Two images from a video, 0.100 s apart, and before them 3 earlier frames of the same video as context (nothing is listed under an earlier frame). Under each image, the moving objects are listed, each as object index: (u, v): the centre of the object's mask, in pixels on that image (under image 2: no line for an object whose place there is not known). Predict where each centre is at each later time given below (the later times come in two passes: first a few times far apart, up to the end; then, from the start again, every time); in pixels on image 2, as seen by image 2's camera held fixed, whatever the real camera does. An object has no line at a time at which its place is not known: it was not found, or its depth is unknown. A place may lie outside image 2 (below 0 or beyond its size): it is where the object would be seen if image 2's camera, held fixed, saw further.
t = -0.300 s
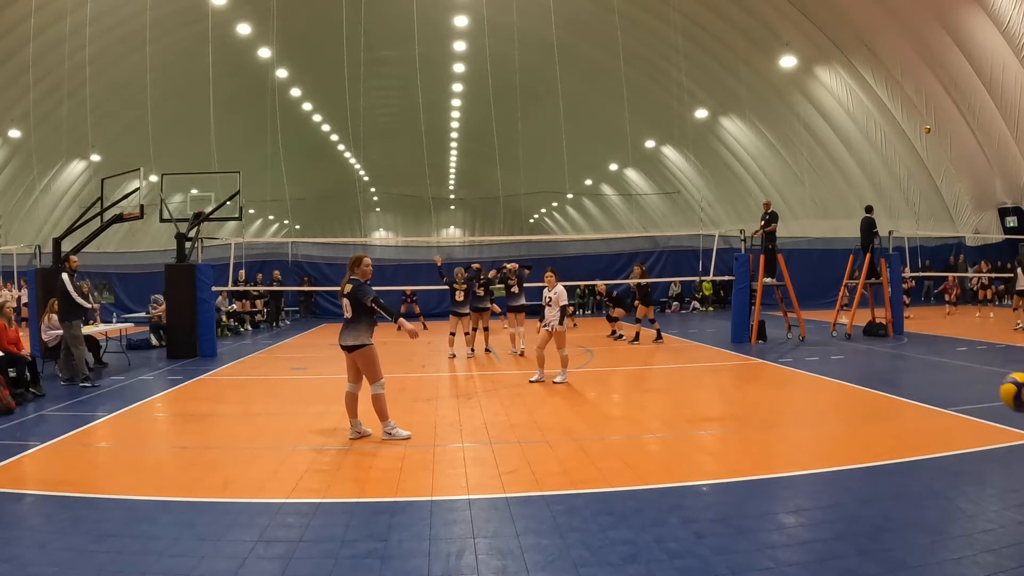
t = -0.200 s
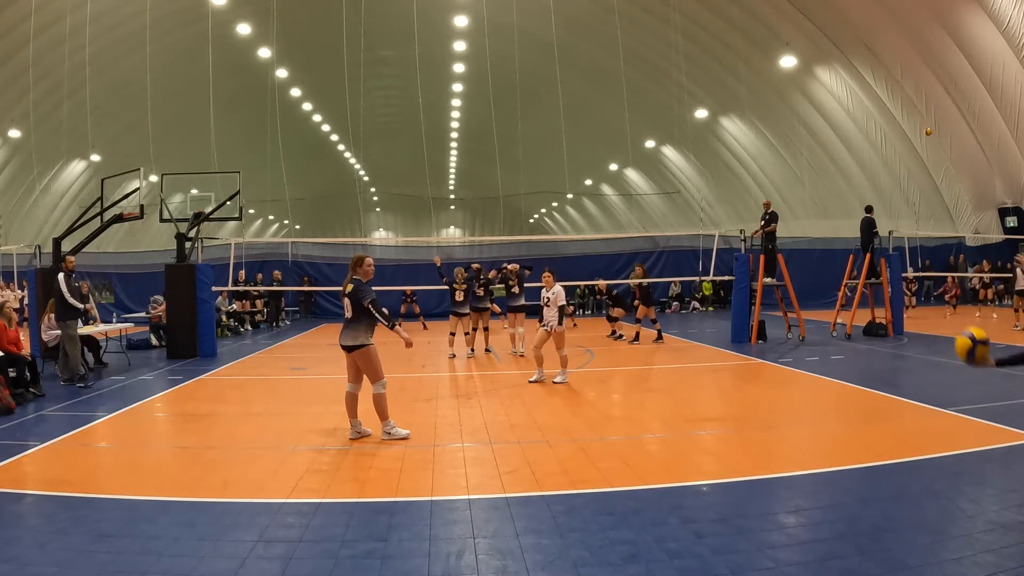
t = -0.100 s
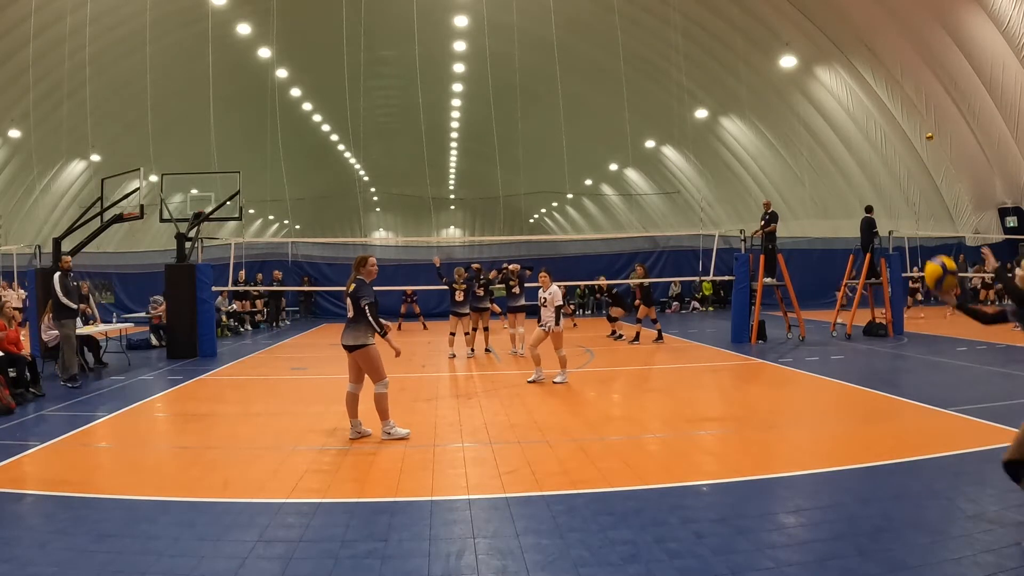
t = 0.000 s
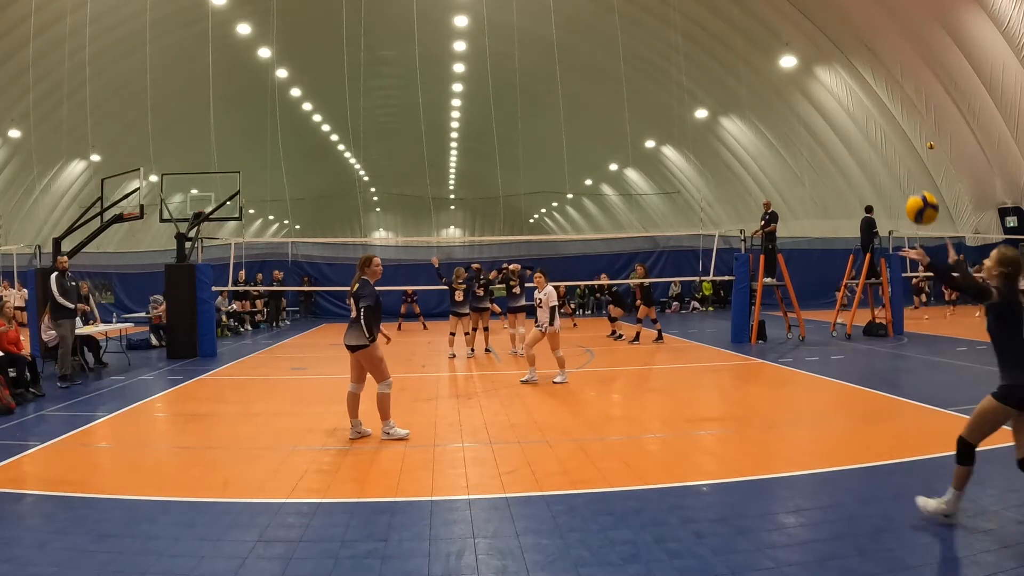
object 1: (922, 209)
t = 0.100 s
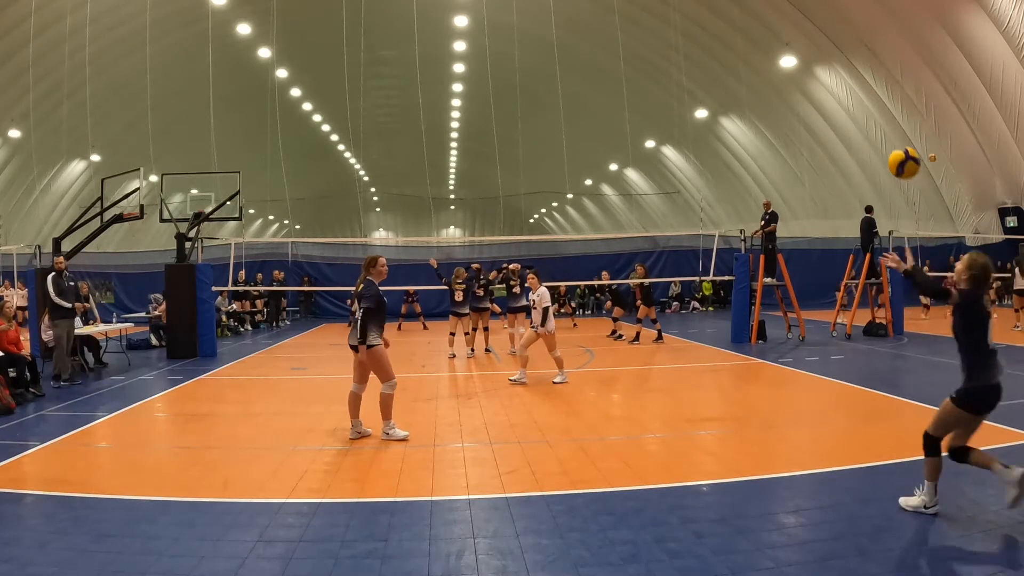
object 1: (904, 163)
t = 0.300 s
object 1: (873, 123)
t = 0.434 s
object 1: (855, 129)
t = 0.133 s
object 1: (898, 152)
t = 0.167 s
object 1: (893, 143)
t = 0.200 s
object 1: (888, 135)
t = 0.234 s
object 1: (882, 130)
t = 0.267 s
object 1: (877, 126)
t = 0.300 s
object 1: (873, 123)
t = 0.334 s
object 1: (868, 122)
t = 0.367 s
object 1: (864, 123)
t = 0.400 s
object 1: (860, 125)
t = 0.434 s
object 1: (855, 129)
